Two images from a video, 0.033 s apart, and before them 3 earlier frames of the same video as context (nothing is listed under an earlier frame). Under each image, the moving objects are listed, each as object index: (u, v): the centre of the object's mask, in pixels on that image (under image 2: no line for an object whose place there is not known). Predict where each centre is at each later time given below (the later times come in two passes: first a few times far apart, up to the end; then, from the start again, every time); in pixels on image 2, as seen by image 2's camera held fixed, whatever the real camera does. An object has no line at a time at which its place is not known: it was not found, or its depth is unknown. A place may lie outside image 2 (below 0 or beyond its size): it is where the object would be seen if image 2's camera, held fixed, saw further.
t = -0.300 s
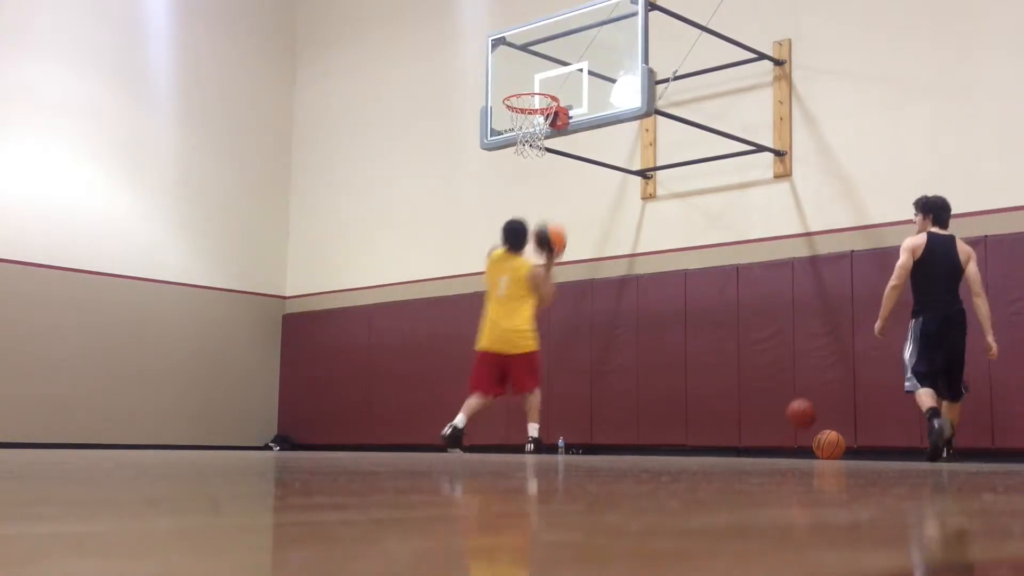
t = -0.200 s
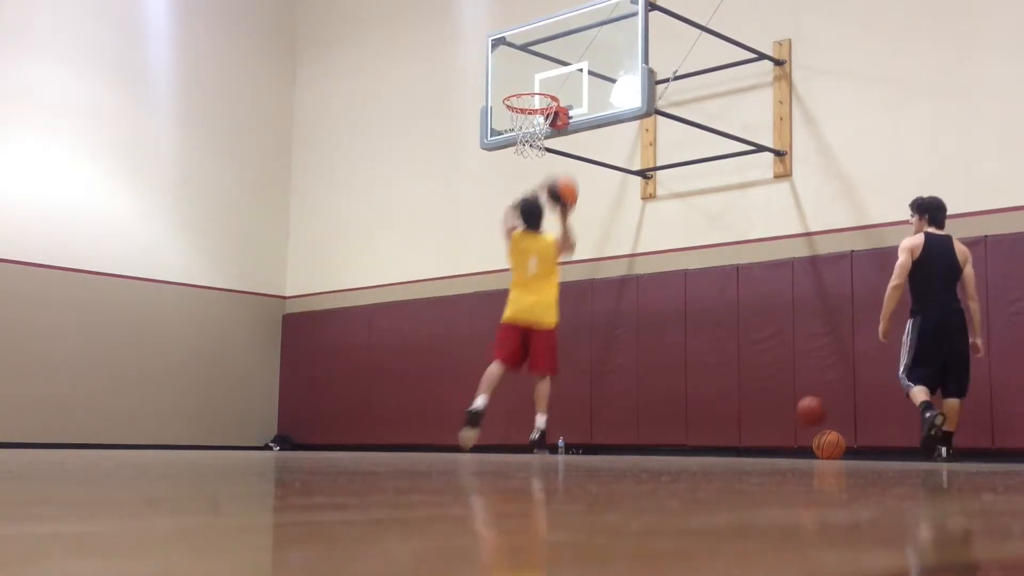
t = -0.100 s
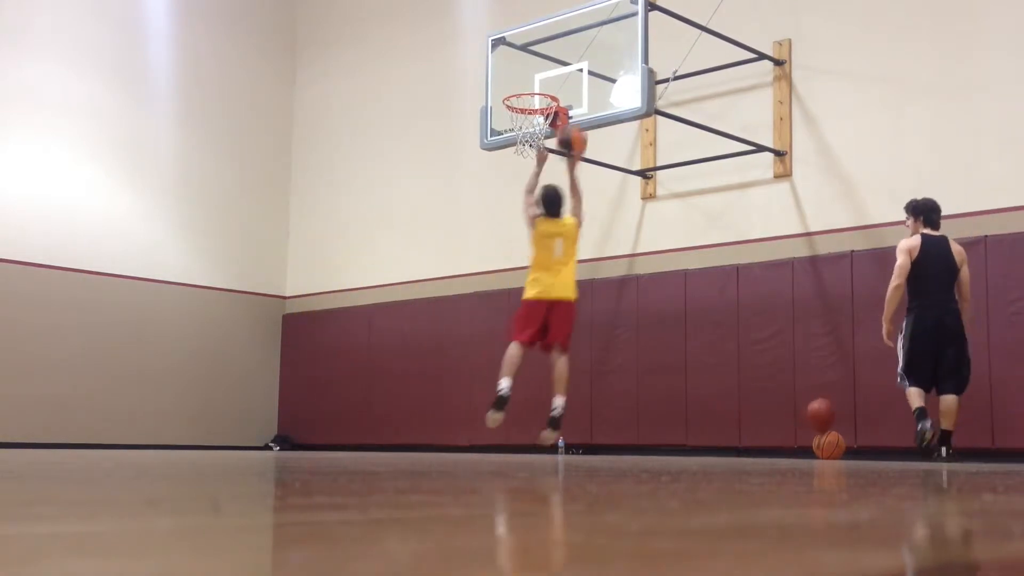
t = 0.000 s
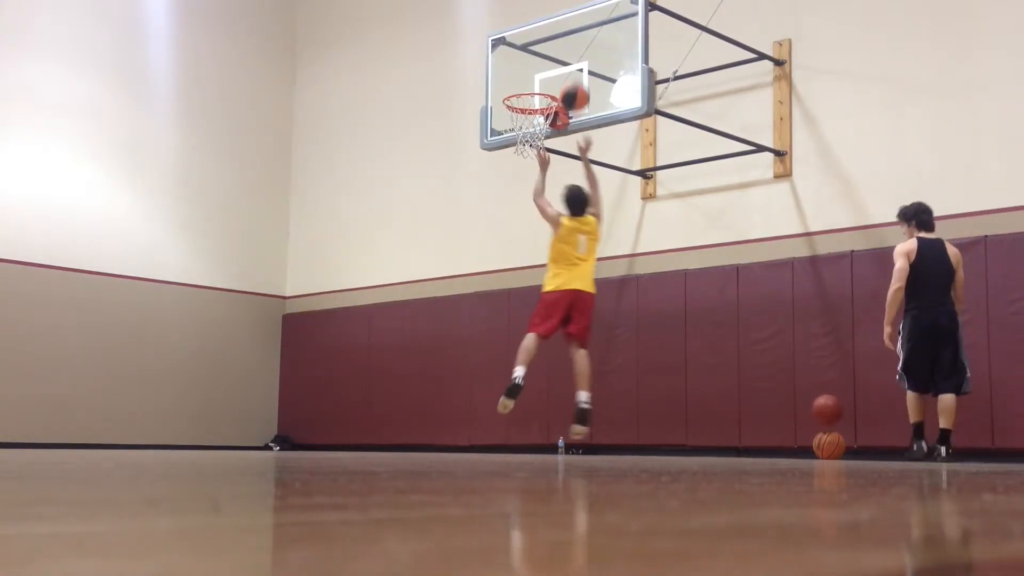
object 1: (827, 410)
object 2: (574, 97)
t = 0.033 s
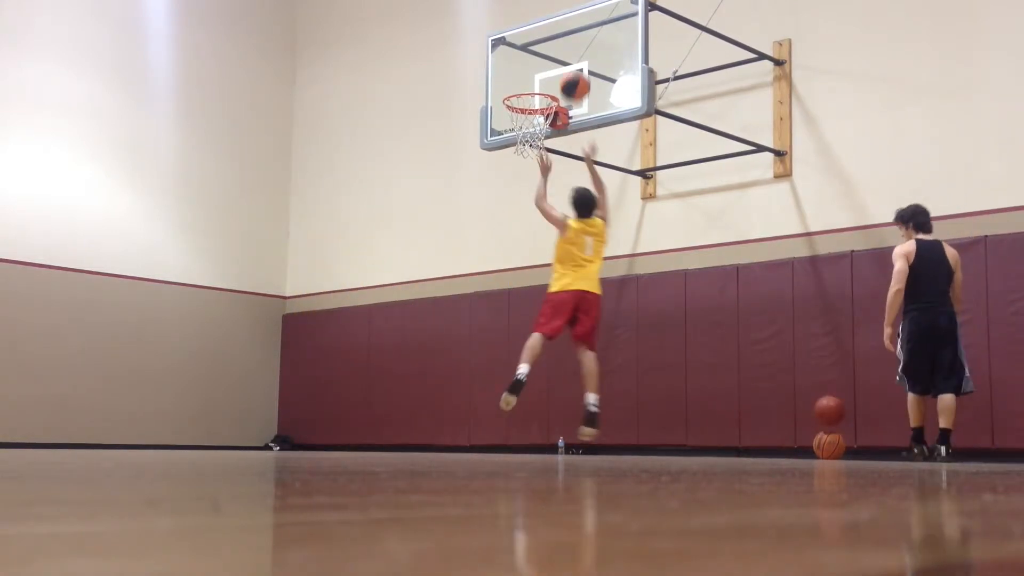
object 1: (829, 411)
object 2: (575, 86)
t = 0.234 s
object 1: (845, 420)
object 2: (579, 49)
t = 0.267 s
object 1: (848, 425)
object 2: (579, 48)
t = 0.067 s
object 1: (831, 414)
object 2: (575, 77)
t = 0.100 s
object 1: (833, 417)
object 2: (576, 68)
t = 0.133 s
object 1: (836, 416)
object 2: (577, 61)
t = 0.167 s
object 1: (838, 416)
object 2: (578, 55)
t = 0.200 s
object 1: (842, 418)
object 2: (578, 51)
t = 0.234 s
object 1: (845, 420)
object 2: (579, 49)
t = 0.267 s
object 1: (848, 425)
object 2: (579, 48)
